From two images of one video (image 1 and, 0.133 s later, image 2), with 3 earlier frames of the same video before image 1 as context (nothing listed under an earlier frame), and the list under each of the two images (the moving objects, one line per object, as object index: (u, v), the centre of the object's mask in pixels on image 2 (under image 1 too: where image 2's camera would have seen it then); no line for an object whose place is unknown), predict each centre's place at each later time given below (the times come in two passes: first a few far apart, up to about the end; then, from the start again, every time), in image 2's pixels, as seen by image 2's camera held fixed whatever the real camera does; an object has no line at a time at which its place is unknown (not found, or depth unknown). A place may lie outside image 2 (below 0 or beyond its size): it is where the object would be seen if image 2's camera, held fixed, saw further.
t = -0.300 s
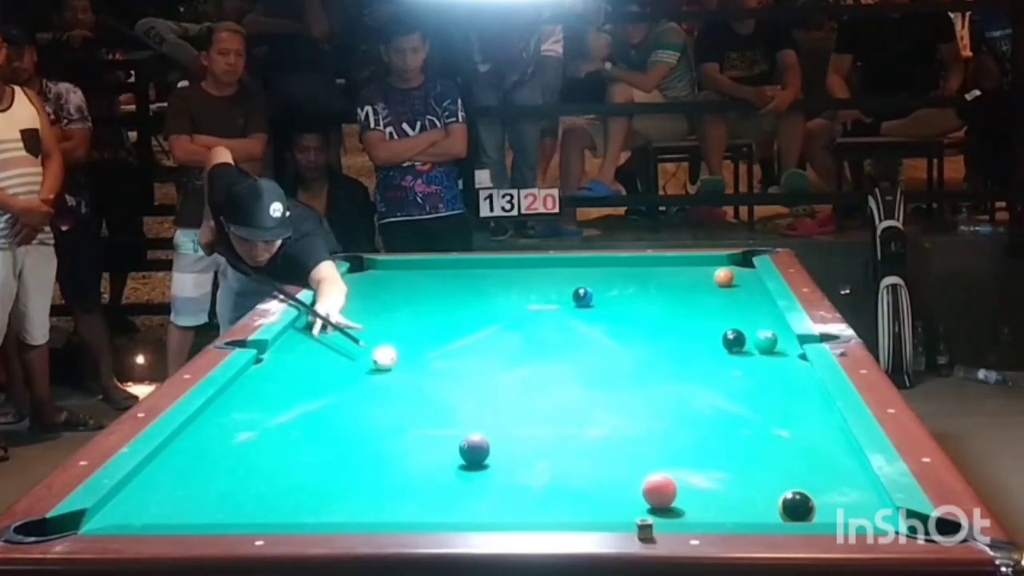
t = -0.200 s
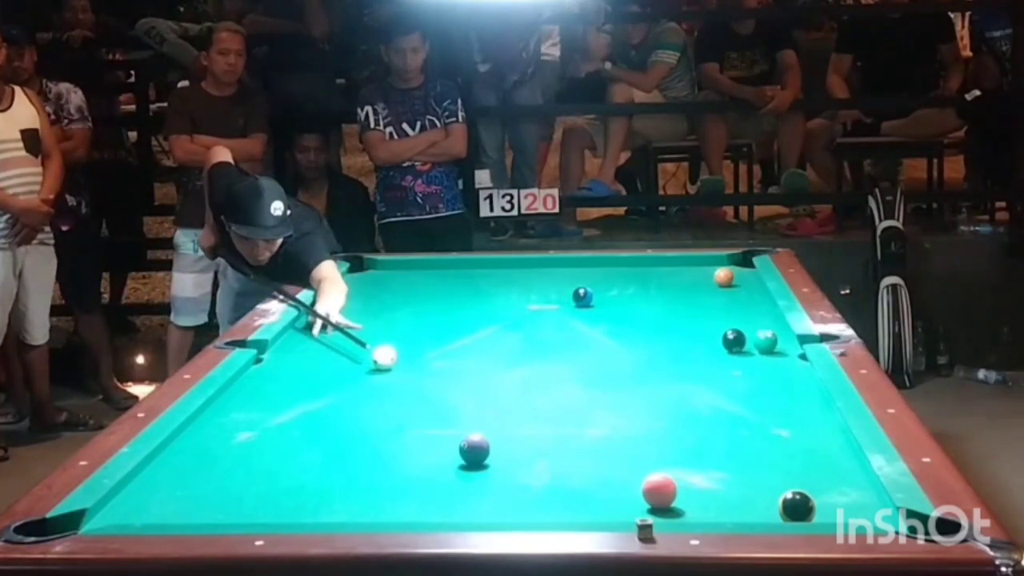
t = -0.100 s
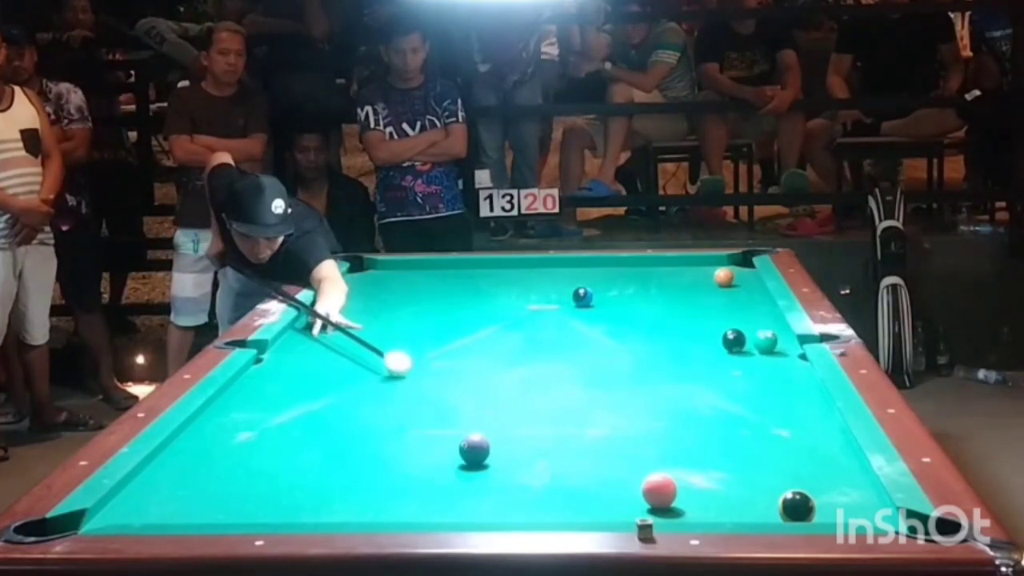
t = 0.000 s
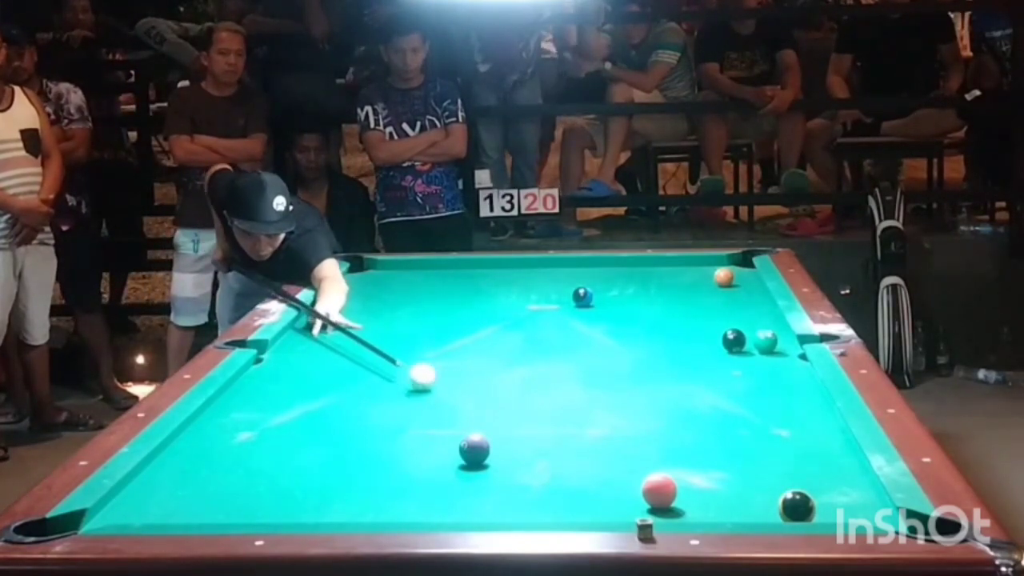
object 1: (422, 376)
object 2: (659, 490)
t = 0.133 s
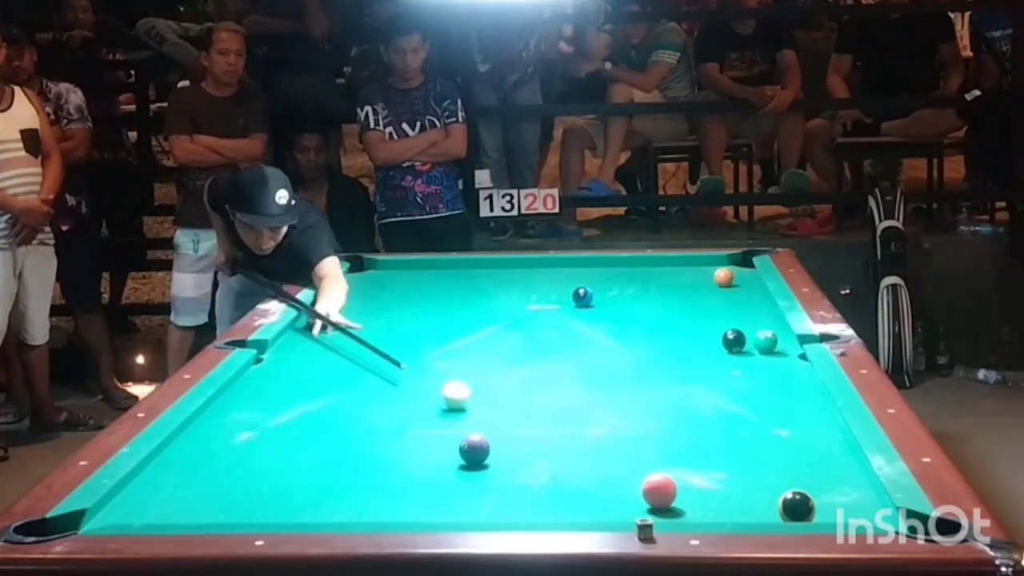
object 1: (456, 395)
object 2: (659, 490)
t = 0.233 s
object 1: (483, 409)
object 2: (659, 490)
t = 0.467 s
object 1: (555, 449)
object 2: (659, 490)
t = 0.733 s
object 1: (618, 499)
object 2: (699, 493)
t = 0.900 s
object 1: (612, 509)
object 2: (763, 502)
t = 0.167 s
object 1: (465, 400)
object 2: (659, 490)
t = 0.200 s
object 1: (474, 405)
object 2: (659, 490)
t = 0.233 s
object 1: (483, 409)
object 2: (659, 490)
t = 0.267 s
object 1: (493, 415)
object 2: (659, 490)
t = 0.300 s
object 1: (503, 421)
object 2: (659, 490)
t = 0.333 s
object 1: (513, 425)
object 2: (659, 490)
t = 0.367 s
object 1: (523, 431)
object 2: (659, 490)
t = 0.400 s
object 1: (534, 437)
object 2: (659, 490)
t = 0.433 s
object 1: (545, 443)
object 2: (659, 490)
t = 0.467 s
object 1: (555, 449)
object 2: (659, 490)
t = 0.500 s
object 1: (567, 455)
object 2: (659, 490)
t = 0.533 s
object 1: (579, 461)
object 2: (659, 490)
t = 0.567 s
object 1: (592, 468)
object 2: (660, 490)
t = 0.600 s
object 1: (604, 474)
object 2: (659, 490)
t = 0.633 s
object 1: (617, 481)
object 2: (659, 490)
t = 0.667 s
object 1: (624, 489)
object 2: (666, 490)
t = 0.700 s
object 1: (620, 494)
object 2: (683, 491)
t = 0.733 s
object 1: (618, 499)
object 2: (699, 493)
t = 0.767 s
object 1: (616, 503)
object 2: (714, 495)
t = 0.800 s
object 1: (616, 507)
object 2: (727, 497)
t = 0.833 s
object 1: (615, 511)
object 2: (740, 498)
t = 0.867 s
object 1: (614, 512)
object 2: (753, 499)
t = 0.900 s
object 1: (612, 509)
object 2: (763, 502)
